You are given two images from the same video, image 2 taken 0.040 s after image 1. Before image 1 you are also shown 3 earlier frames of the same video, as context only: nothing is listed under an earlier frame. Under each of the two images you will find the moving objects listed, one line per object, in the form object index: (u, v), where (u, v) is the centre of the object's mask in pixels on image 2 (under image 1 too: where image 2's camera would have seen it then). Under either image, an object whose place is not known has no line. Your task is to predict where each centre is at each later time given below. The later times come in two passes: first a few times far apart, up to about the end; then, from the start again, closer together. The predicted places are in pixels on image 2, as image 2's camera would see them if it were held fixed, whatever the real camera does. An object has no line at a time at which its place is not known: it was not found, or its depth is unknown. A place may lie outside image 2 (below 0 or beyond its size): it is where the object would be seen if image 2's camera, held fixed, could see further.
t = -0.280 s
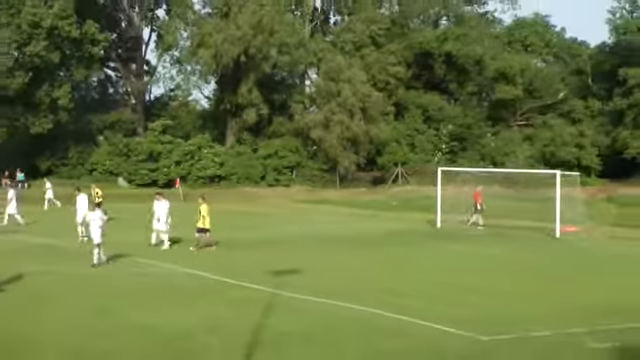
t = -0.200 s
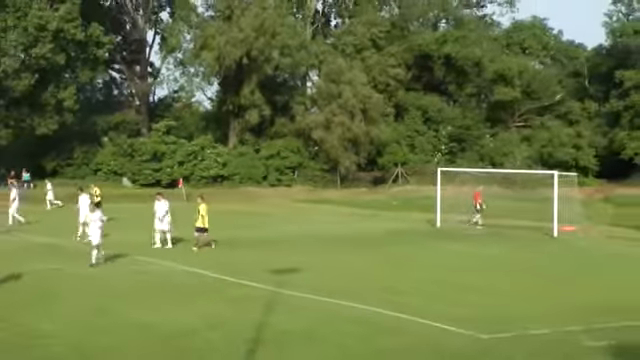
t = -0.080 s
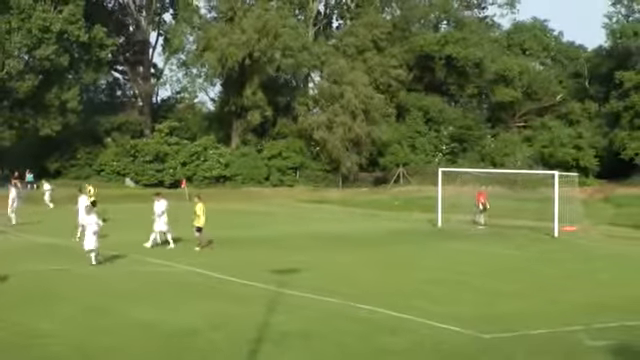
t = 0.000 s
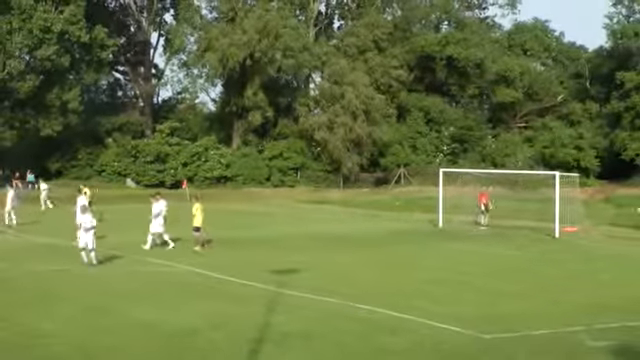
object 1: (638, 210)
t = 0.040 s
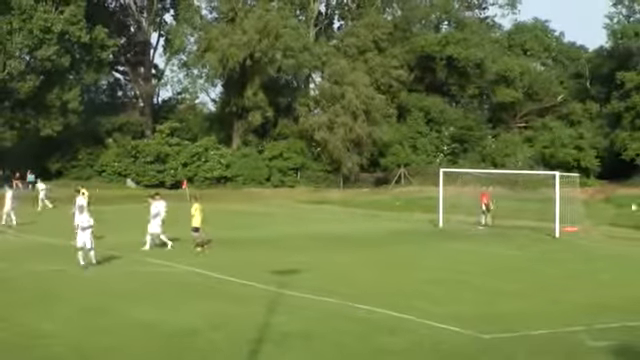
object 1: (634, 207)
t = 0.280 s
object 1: (597, 201)
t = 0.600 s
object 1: (551, 214)
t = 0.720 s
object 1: (538, 224)
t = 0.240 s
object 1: (603, 201)
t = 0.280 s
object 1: (597, 201)
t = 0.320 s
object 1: (590, 201)
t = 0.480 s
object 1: (568, 206)
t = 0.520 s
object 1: (563, 208)
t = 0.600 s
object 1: (551, 214)
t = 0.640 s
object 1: (548, 217)
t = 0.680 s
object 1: (541, 221)
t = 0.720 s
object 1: (538, 224)
